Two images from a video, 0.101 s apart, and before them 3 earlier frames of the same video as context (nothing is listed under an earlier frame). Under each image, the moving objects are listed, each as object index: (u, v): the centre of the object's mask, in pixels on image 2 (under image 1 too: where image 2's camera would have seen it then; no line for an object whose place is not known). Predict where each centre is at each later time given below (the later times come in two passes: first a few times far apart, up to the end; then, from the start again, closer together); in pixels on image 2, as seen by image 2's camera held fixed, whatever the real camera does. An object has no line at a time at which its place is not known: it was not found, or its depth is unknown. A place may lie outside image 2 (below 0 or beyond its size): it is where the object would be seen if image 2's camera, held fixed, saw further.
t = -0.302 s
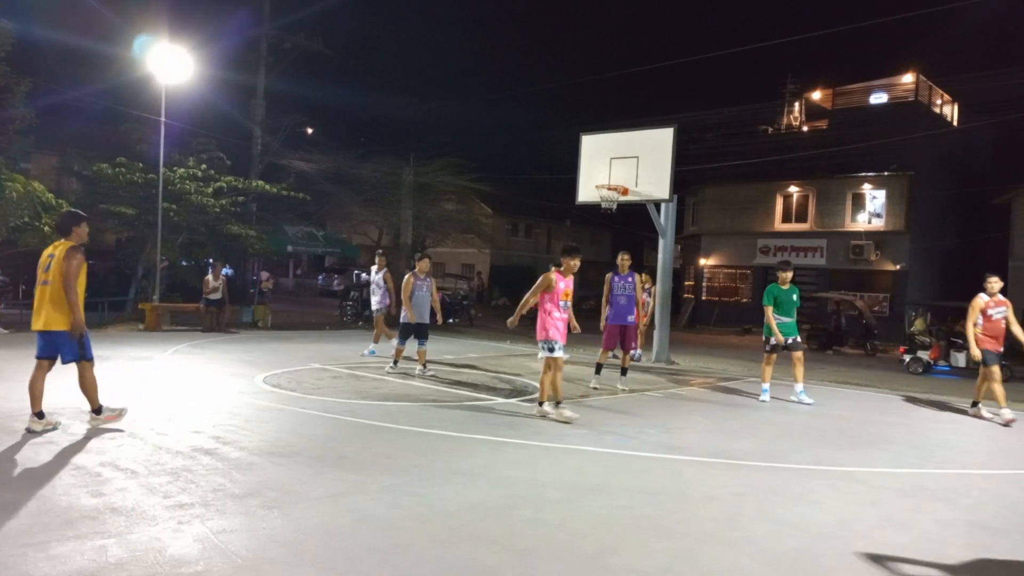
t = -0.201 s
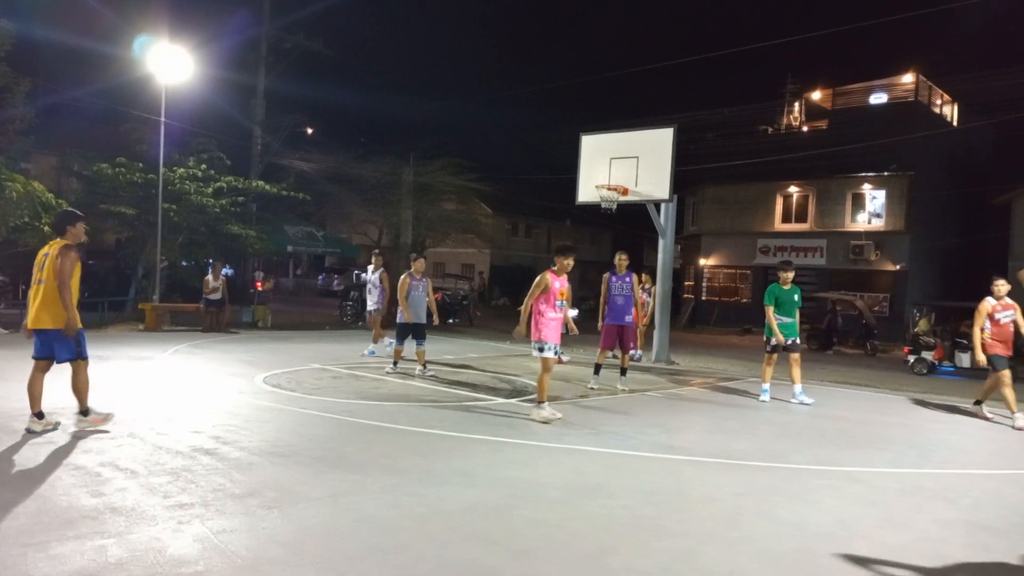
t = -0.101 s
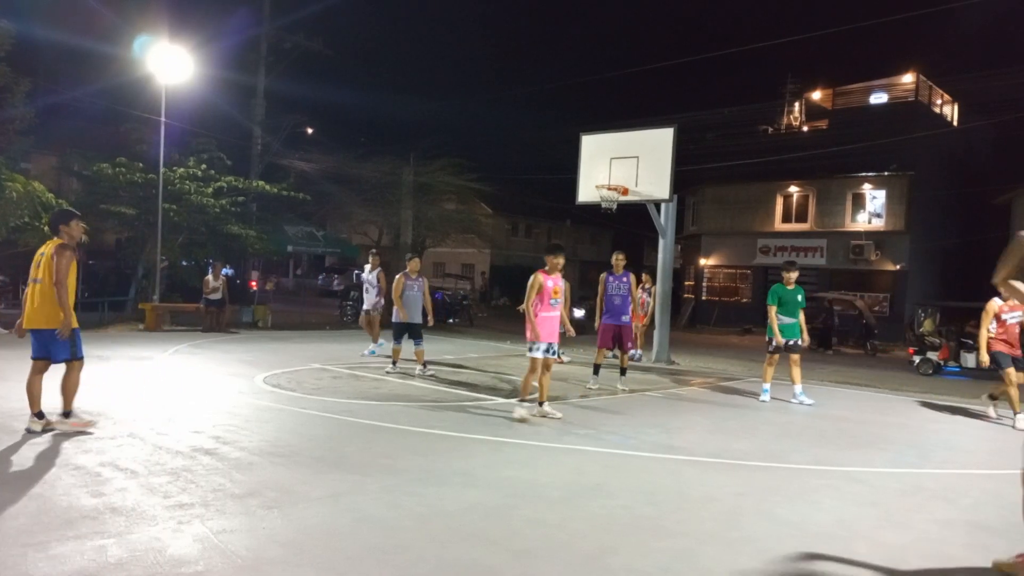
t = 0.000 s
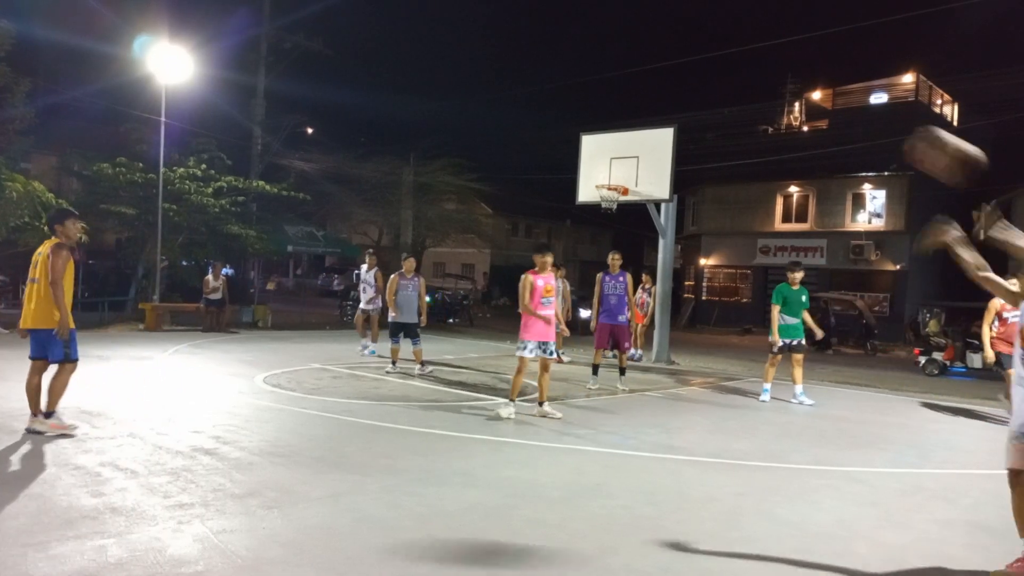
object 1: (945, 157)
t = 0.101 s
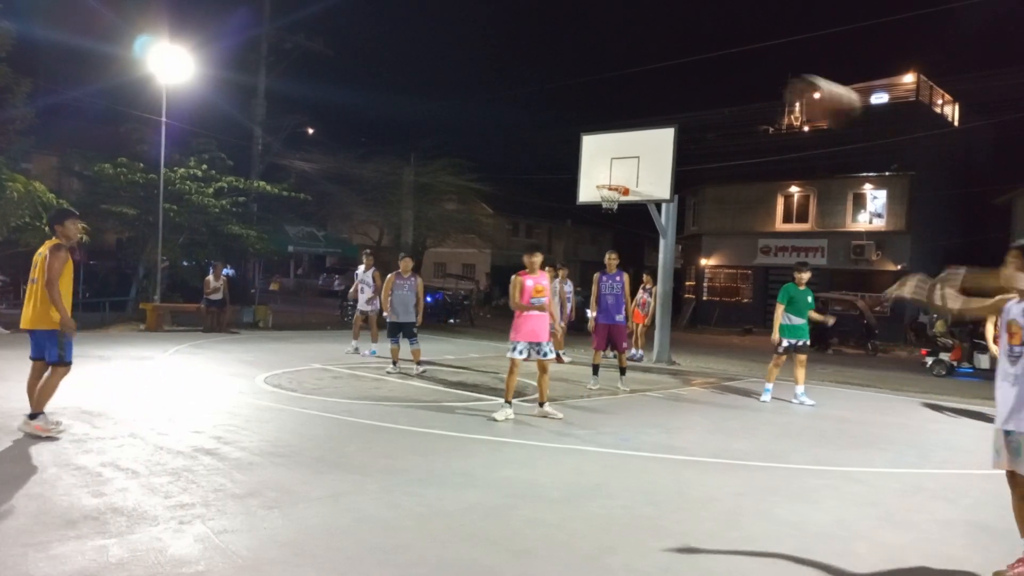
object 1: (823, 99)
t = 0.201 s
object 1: (709, 67)
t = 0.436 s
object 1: (472, 55)
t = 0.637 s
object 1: (300, 107)
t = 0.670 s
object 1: (273, 121)
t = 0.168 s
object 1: (746, 77)
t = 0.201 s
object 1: (709, 67)
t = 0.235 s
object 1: (672, 60)
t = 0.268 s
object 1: (637, 55)
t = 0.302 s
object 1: (602, 51)
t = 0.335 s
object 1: (569, 49)
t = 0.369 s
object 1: (536, 50)
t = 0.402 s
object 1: (504, 51)
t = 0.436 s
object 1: (472, 55)
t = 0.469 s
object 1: (442, 60)
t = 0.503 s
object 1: (412, 66)
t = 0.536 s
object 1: (383, 74)
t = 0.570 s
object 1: (354, 84)
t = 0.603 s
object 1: (327, 95)
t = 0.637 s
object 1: (300, 107)
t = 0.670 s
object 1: (273, 121)
